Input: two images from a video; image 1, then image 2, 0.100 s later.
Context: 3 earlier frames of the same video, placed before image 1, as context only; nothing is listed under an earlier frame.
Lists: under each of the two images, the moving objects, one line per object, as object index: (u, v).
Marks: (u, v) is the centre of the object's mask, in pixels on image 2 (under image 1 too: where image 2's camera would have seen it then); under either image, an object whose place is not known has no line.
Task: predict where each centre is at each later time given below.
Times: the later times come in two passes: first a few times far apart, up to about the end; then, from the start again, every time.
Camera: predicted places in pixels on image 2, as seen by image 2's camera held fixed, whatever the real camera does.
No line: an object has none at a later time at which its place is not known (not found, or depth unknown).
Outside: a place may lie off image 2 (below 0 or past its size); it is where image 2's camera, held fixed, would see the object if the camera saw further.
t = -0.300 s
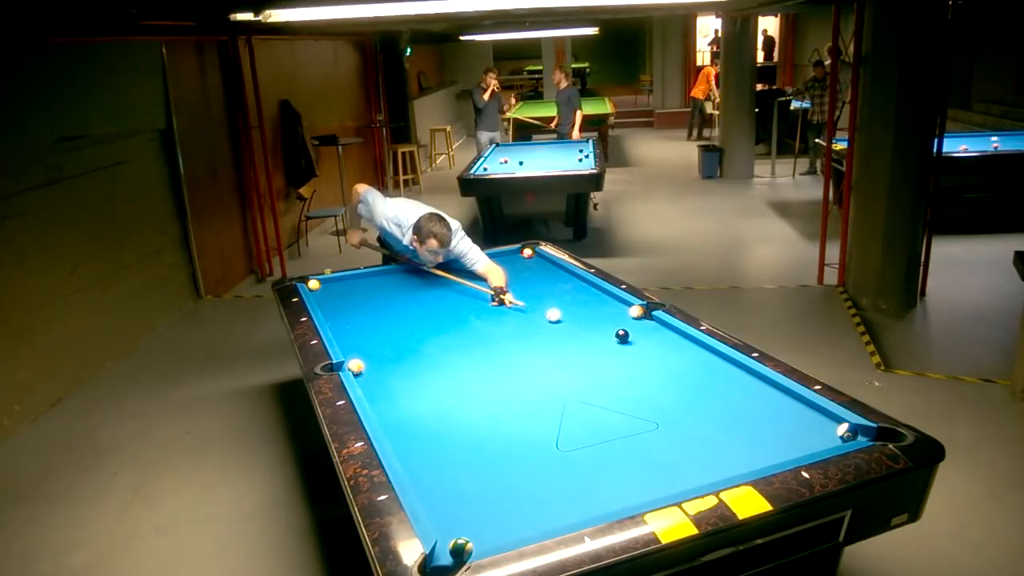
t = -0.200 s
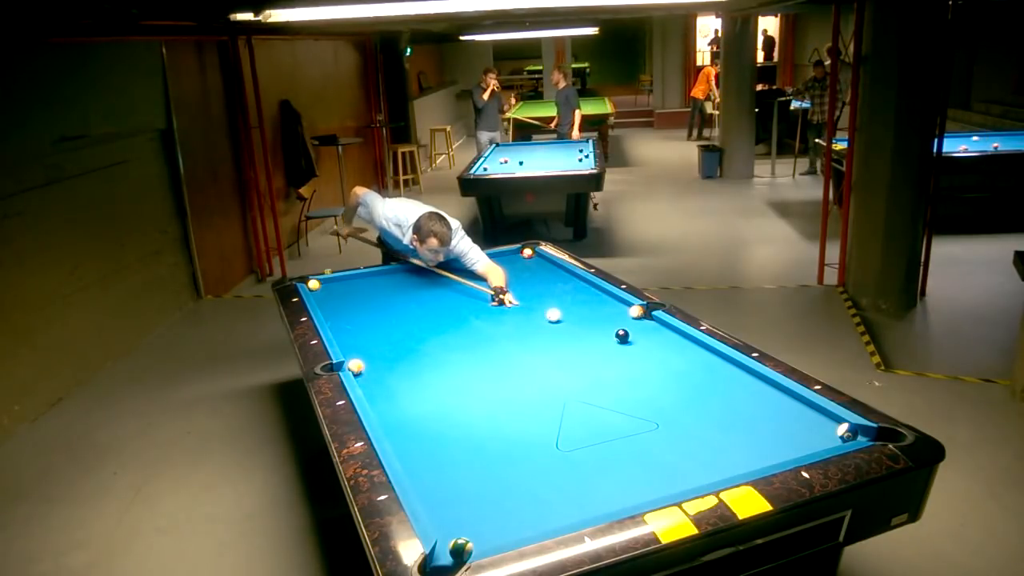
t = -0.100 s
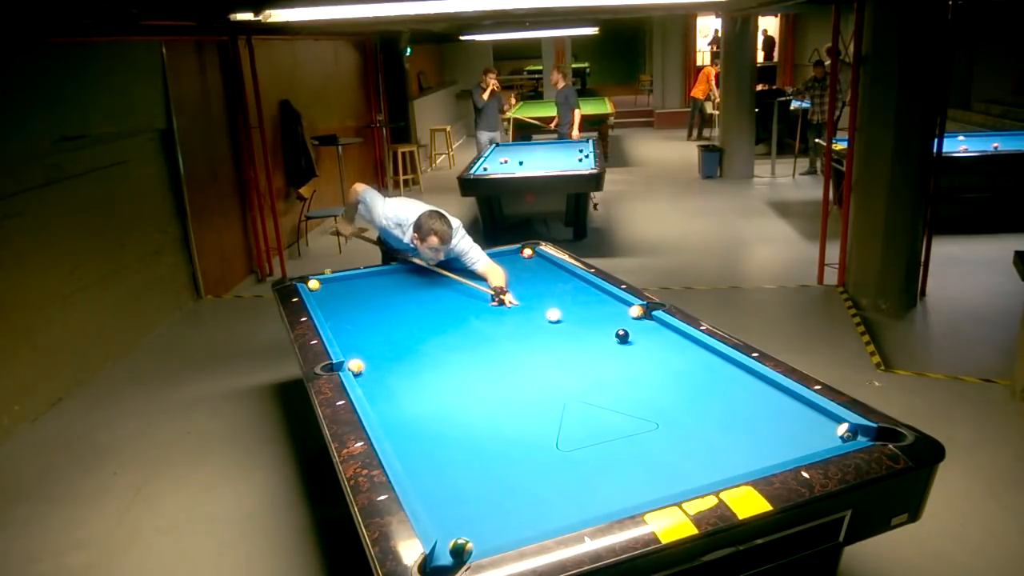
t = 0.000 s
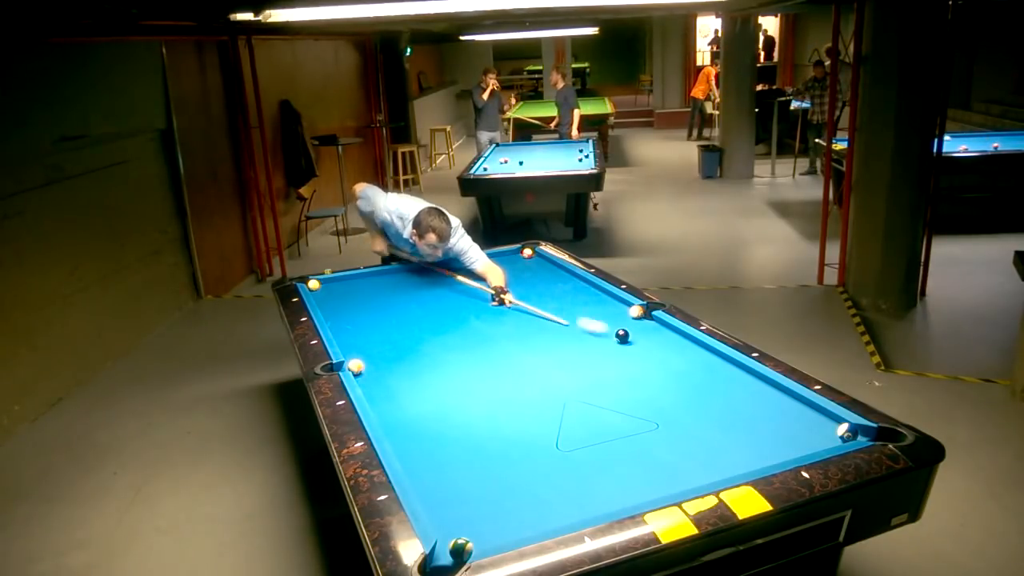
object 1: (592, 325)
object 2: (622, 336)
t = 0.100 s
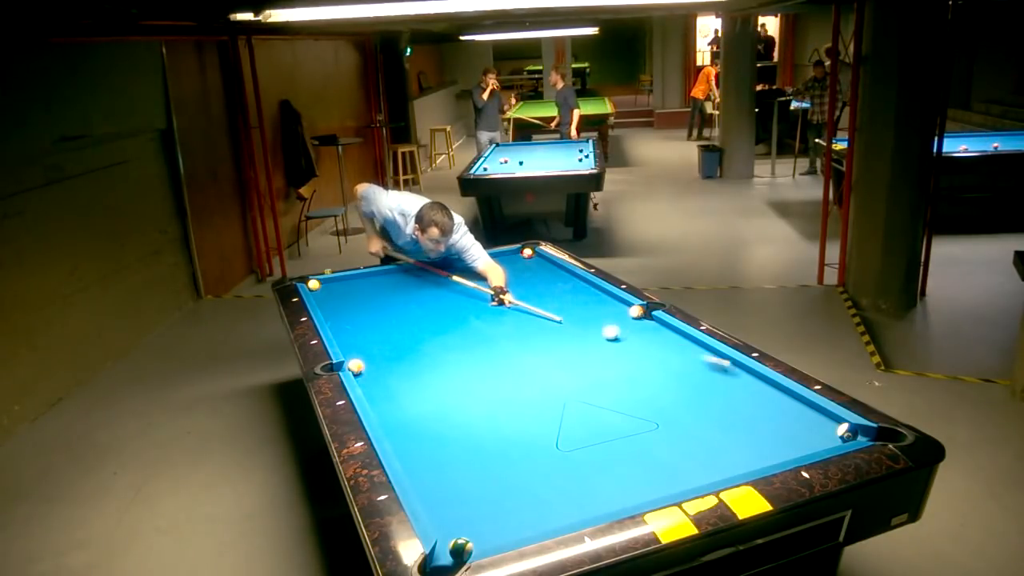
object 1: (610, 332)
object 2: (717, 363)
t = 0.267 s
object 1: (601, 330)
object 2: (803, 448)
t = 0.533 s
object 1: (568, 321)
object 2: (626, 404)
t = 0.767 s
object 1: (542, 314)
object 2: (518, 375)
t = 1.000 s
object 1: (517, 307)
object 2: (431, 351)
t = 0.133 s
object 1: (610, 332)
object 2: (752, 377)
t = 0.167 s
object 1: (608, 331)
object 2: (764, 394)
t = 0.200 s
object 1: (606, 331)
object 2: (777, 412)
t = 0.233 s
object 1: (604, 331)
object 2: (791, 431)
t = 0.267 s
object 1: (601, 330)
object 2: (803, 448)
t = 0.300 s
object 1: (597, 329)
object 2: (782, 448)
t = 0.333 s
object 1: (593, 328)
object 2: (755, 441)
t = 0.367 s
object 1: (589, 327)
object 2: (730, 433)
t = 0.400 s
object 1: (585, 326)
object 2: (707, 426)
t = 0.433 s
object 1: (580, 324)
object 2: (685, 420)
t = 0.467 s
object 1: (576, 323)
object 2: (663, 414)
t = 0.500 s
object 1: (572, 322)
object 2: (644, 408)
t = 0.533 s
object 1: (568, 321)
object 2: (626, 404)
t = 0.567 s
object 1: (564, 320)
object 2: (609, 399)
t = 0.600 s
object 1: (560, 319)
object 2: (592, 394)
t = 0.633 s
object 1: (556, 318)
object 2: (577, 390)
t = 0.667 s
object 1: (553, 317)
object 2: (562, 386)
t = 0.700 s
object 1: (549, 316)
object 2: (546, 382)
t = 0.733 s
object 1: (545, 315)
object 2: (532, 379)
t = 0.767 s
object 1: (542, 314)
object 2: (518, 375)
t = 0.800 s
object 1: (538, 313)
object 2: (505, 371)
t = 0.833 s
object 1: (534, 312)
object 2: (493, 367)
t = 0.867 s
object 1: (531, 311)
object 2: (480, 364)
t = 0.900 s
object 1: (527, 310)
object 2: (468, 361)
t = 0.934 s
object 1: (524, 309)
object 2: (455, 357)
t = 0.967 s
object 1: (520, 308)
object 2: (444, 354)
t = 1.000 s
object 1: (517, 307)
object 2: (431, 351)
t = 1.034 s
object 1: (514, 306)
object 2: (421, 348)
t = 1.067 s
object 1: (510, 305)
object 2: (410, 345)
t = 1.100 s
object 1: (507, 305)
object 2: (400, 342)
